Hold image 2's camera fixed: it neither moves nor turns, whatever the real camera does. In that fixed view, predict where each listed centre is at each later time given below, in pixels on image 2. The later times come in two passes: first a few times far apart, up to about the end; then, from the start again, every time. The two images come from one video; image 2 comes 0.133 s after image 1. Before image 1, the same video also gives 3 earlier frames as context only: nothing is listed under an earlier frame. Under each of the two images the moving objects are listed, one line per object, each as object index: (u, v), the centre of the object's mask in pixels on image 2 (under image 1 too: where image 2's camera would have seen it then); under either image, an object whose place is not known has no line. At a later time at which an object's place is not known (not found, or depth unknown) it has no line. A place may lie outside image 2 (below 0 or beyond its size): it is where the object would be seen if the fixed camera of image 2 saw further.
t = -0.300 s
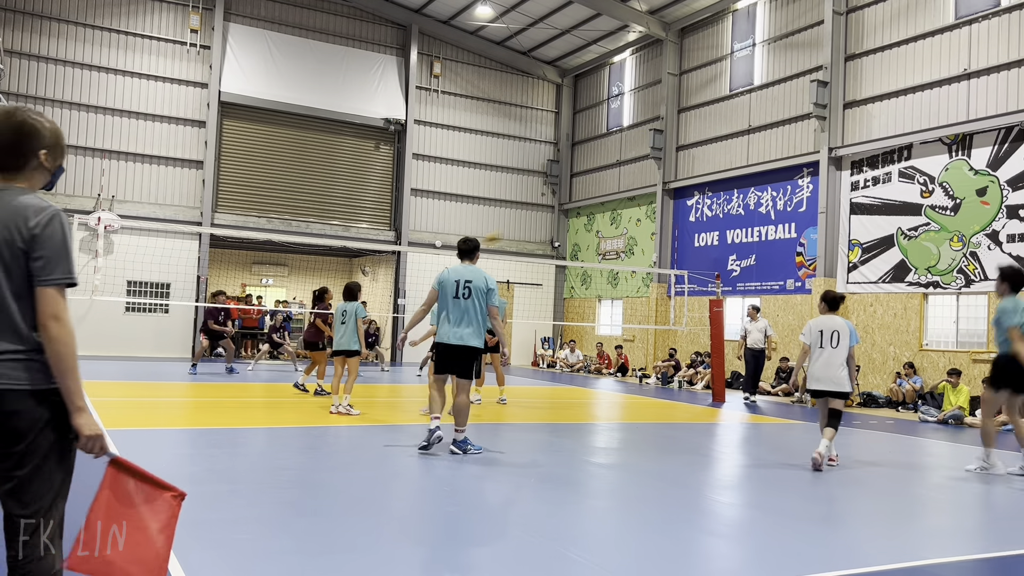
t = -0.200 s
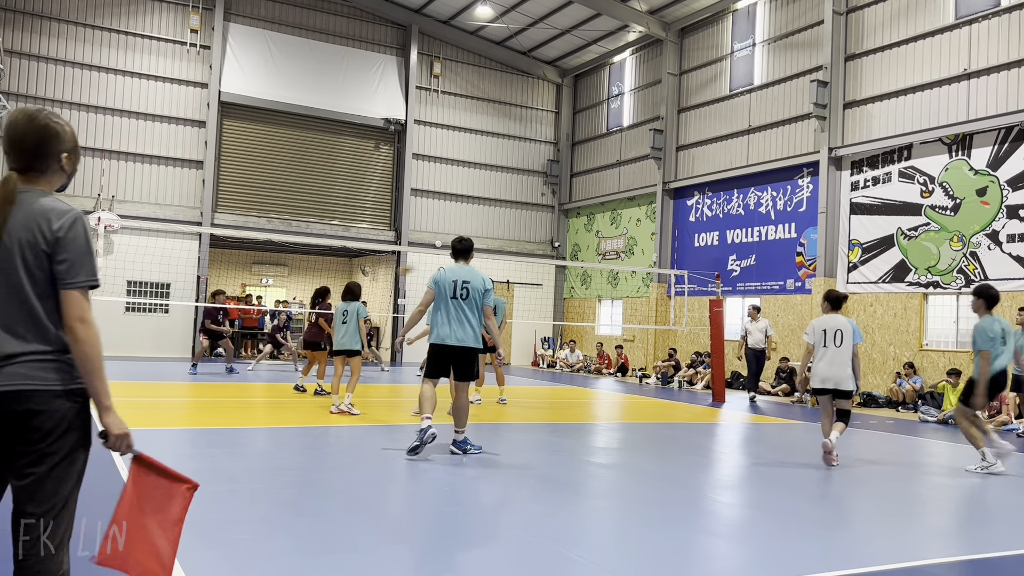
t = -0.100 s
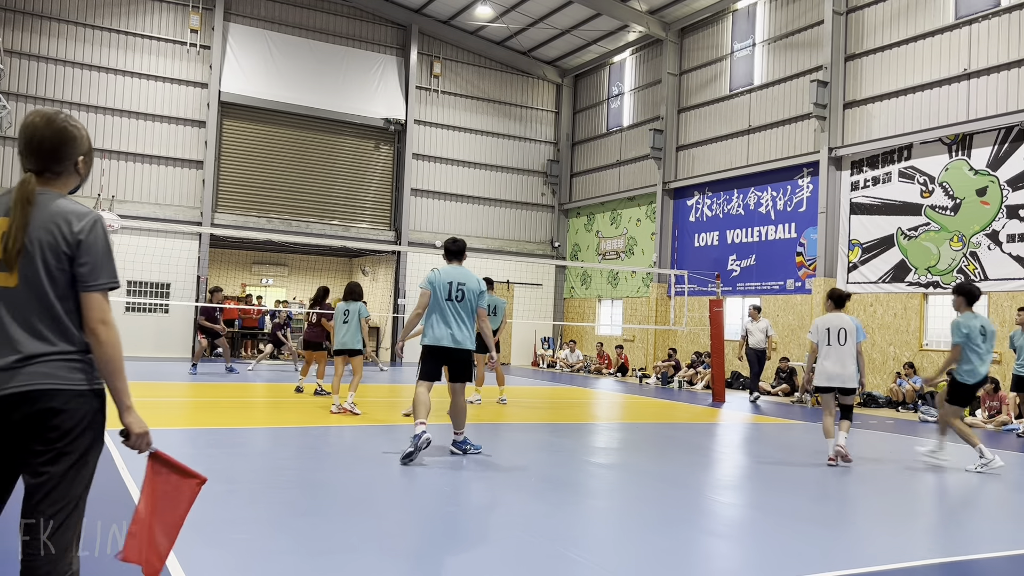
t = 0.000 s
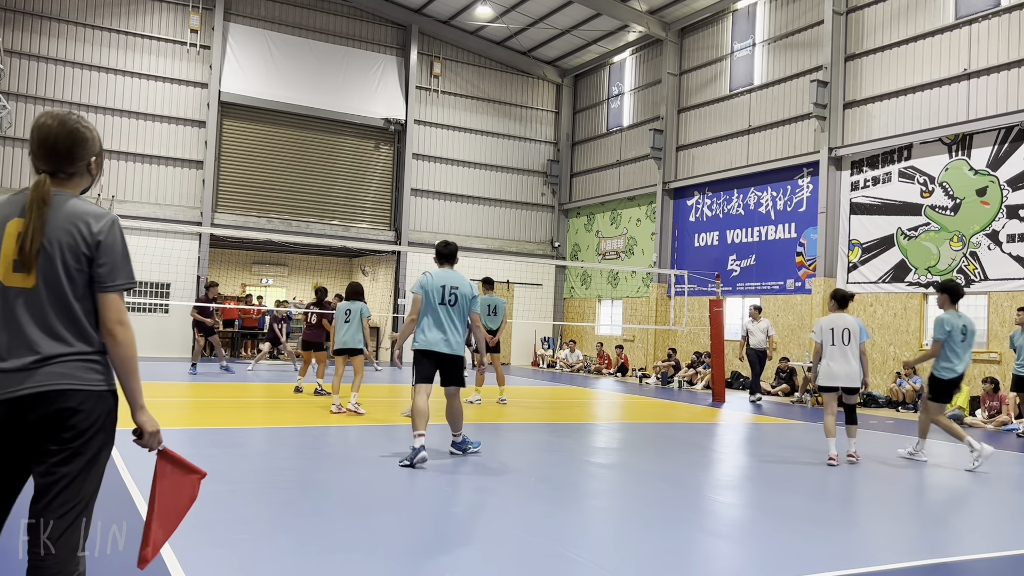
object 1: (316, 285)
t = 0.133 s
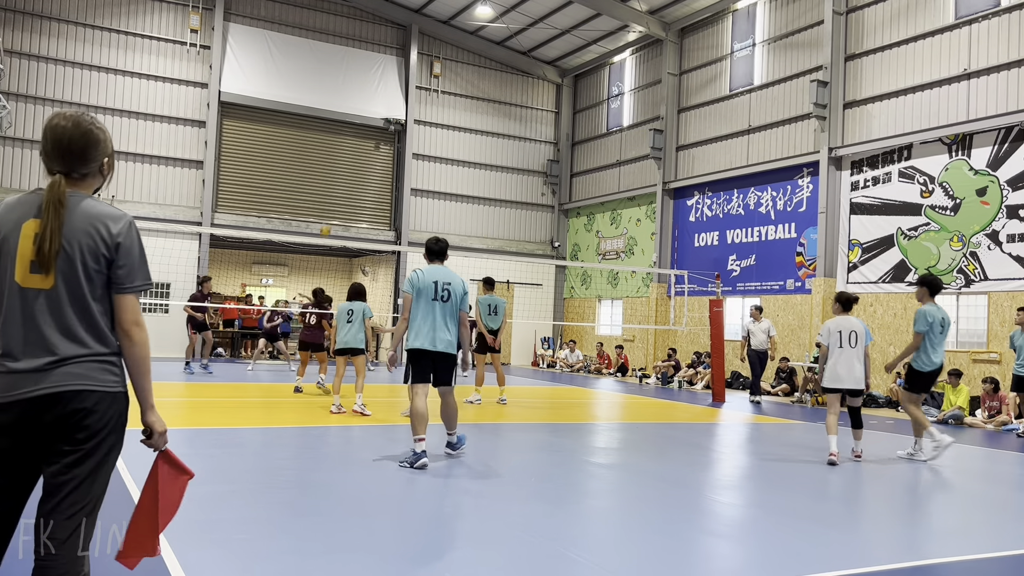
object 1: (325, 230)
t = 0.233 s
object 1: (330, 194)
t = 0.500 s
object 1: (343, 122)
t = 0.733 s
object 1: (354, 87)
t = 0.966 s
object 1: (364, 82)
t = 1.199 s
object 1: (373, 106)
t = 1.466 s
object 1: (381, 174)
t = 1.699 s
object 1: (385, 267)
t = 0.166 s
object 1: (327, 218)
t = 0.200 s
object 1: (328, 206)
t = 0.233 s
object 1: (330, 194)
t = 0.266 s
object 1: (331, 183)
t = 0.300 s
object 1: (333, 172)
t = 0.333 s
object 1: (335, 162)
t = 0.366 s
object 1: (336, 153)
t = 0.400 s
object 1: (338, 144)
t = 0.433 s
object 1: (340, 136)
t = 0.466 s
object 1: (341, 129)
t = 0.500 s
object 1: (343, 122)
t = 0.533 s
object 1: (345, 116)
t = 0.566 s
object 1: (347, 109)
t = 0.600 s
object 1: (348, 104)
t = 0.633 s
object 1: (349, 99)
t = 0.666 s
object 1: (351, 94)
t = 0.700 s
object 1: (353, 91)
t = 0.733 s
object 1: (354, 87)
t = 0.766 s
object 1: (355, 84)
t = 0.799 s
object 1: (357, 82)
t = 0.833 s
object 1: (358, 81)
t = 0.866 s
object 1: (360, 80)
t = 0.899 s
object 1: (361, 80)
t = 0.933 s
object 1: (362, 80)
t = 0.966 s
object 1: (364, 82)
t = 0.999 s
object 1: (365, 83)
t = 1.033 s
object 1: (367, 85)
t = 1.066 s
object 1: (368, 88)
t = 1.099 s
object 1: (369, 92)
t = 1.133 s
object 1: (371, 96)
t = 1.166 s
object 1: (372, 101)
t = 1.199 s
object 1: (373, 106)
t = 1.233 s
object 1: (374, 112)
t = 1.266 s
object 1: (376, 120)
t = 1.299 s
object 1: (376, 127)
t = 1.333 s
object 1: (377, 135)
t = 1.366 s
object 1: (378, 143)
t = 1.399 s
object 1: (379, 153)
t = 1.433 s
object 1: (380, 164)
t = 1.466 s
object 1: (381, 174)
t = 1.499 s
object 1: (382, 186)
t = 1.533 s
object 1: (382, 197)
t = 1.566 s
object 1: (383, 211)
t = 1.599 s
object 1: (384, 224)
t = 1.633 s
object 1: (385, 238)
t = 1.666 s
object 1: (386, 255)
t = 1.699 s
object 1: (385, 267)
